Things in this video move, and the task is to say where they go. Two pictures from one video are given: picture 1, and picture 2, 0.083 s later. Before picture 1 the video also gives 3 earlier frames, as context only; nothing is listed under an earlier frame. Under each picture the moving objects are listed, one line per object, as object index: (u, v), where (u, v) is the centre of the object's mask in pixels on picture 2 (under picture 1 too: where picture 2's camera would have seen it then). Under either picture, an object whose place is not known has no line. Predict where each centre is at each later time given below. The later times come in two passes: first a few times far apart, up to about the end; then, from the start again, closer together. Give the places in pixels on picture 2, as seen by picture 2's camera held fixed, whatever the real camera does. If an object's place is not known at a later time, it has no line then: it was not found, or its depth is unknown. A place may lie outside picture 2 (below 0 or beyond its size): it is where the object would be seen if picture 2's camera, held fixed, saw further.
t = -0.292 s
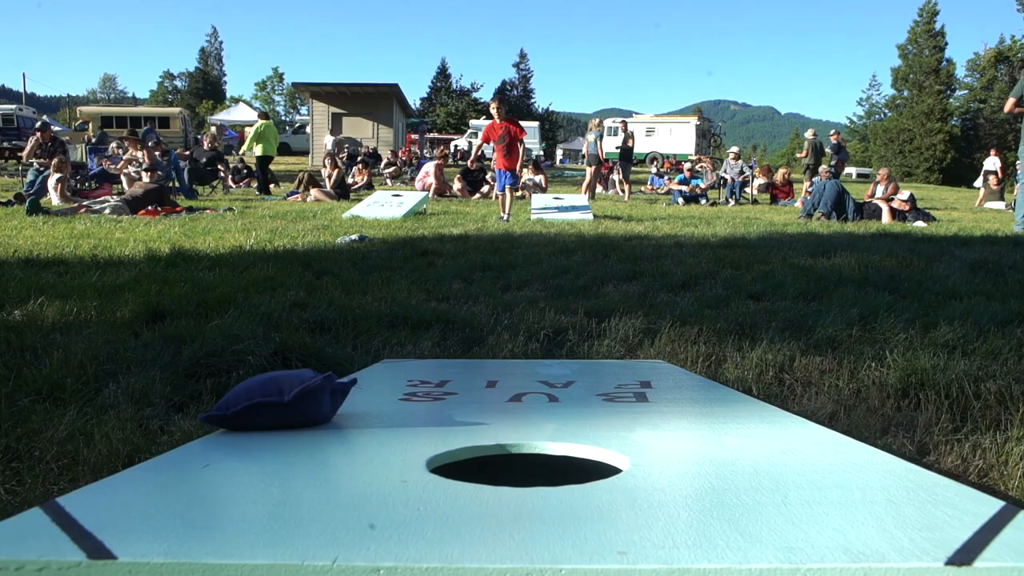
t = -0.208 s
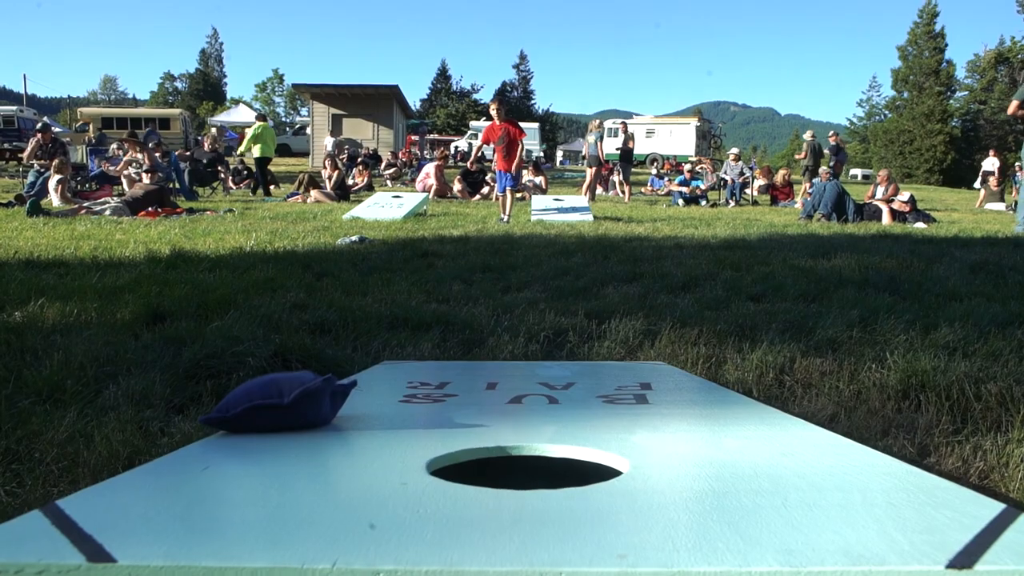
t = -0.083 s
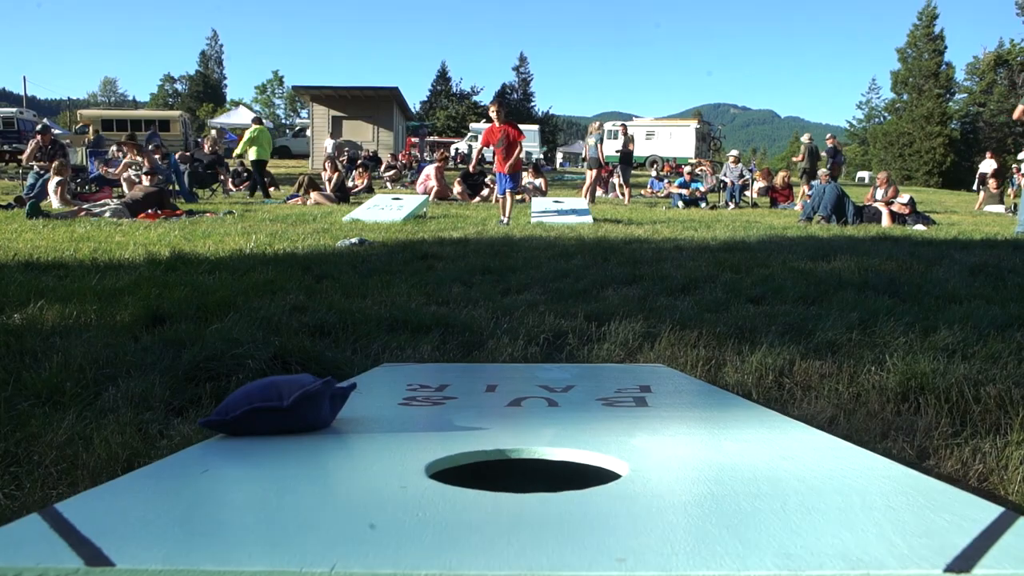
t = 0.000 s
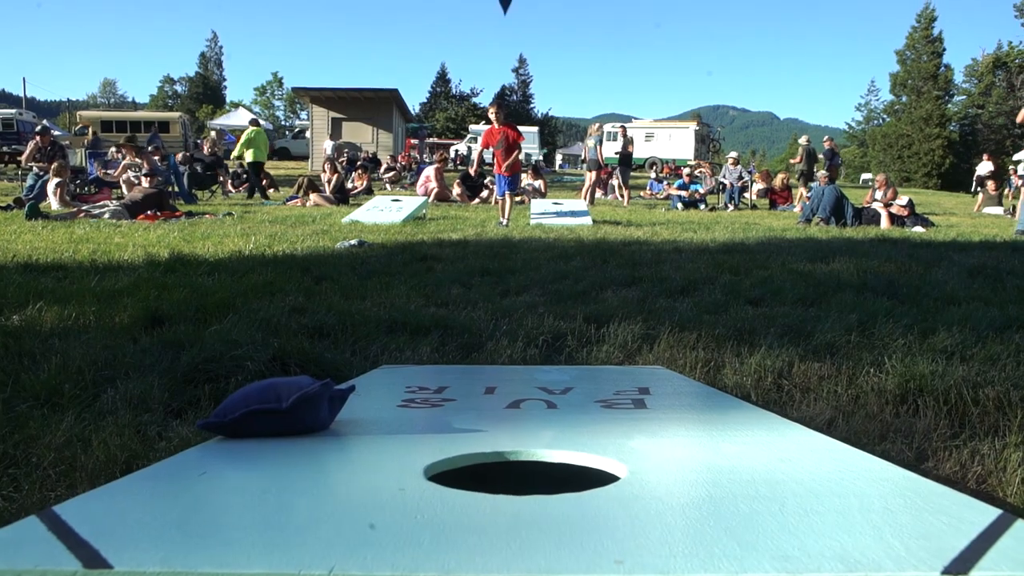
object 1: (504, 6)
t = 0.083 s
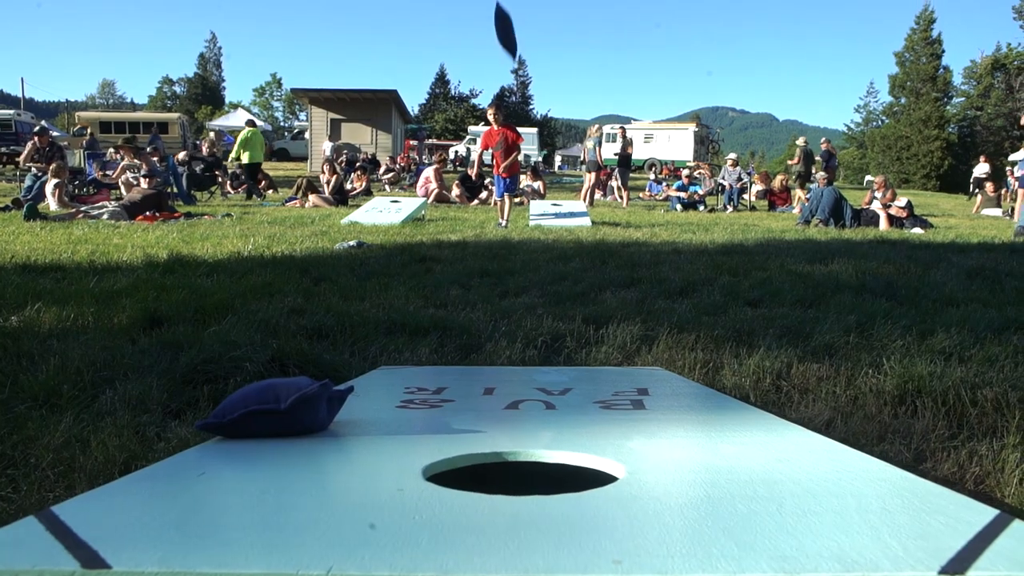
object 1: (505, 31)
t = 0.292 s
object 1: (514, 366)
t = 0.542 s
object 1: (550, 406)
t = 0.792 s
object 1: (562, 456)
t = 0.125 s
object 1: (506, 64)
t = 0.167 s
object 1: (507, 109)
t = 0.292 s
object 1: (514, 366)
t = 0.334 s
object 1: (520, 360)
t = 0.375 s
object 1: (525, 355)
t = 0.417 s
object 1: (530, 357)
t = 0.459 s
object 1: (534, 367)
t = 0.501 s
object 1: (541, 386)
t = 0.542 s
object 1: (550, 406)
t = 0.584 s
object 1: (561, 425)
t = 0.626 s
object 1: (571, 446)
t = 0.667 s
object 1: (587, 456)
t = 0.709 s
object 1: (581, 453)
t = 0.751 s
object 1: (571, 452)
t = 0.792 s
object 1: (562, 456)
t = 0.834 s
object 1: (543, 461)
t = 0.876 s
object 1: (523, 473)
